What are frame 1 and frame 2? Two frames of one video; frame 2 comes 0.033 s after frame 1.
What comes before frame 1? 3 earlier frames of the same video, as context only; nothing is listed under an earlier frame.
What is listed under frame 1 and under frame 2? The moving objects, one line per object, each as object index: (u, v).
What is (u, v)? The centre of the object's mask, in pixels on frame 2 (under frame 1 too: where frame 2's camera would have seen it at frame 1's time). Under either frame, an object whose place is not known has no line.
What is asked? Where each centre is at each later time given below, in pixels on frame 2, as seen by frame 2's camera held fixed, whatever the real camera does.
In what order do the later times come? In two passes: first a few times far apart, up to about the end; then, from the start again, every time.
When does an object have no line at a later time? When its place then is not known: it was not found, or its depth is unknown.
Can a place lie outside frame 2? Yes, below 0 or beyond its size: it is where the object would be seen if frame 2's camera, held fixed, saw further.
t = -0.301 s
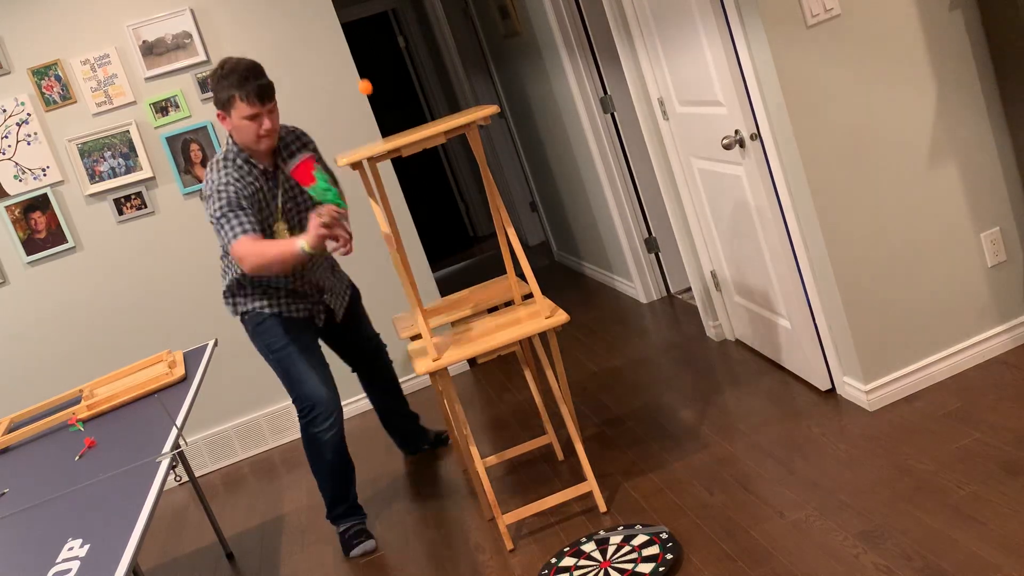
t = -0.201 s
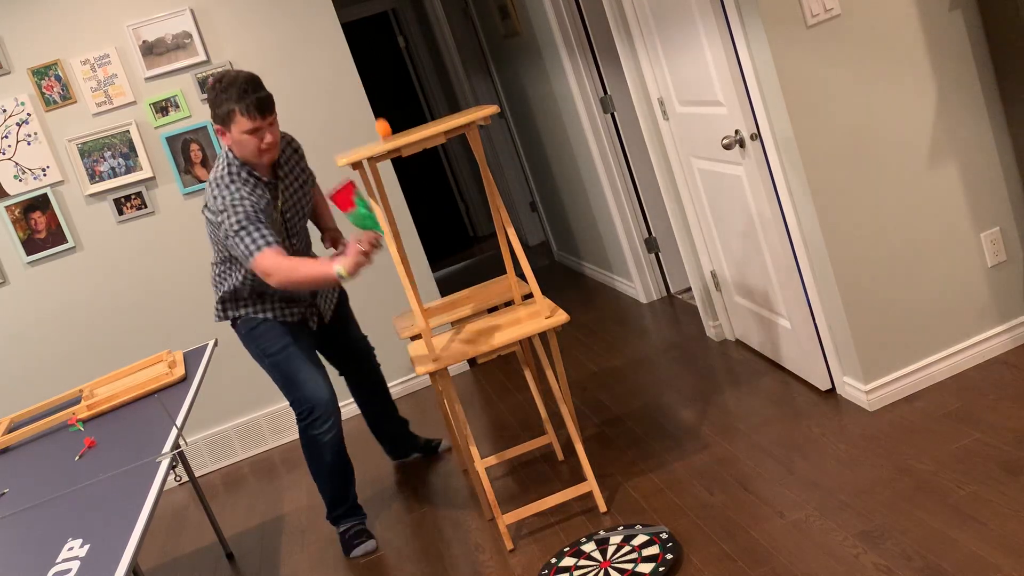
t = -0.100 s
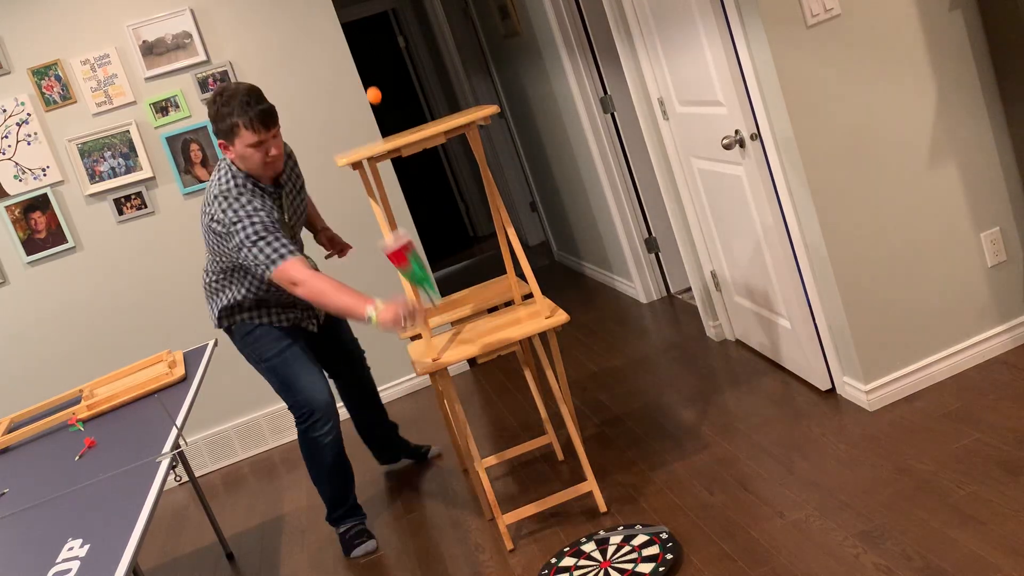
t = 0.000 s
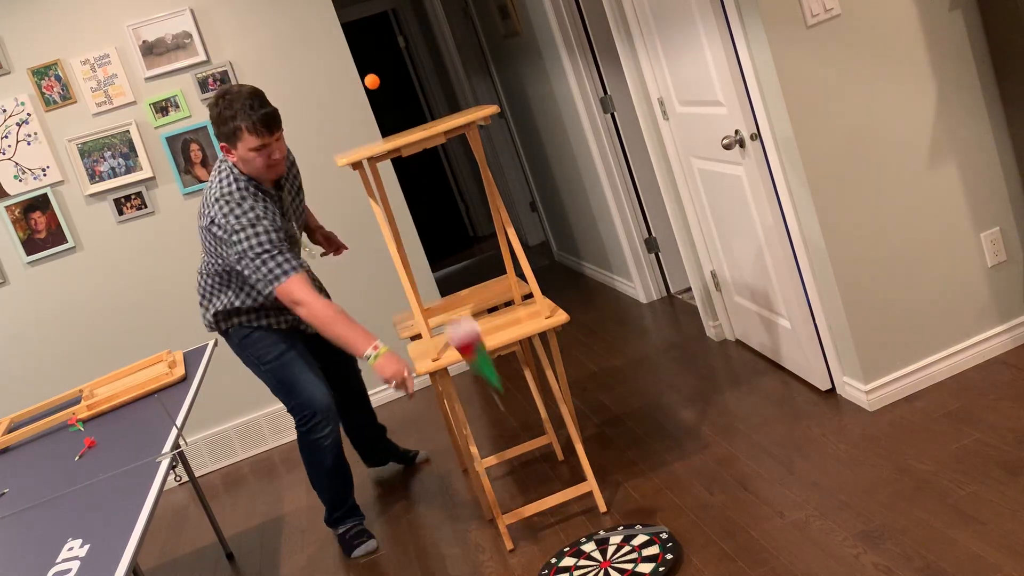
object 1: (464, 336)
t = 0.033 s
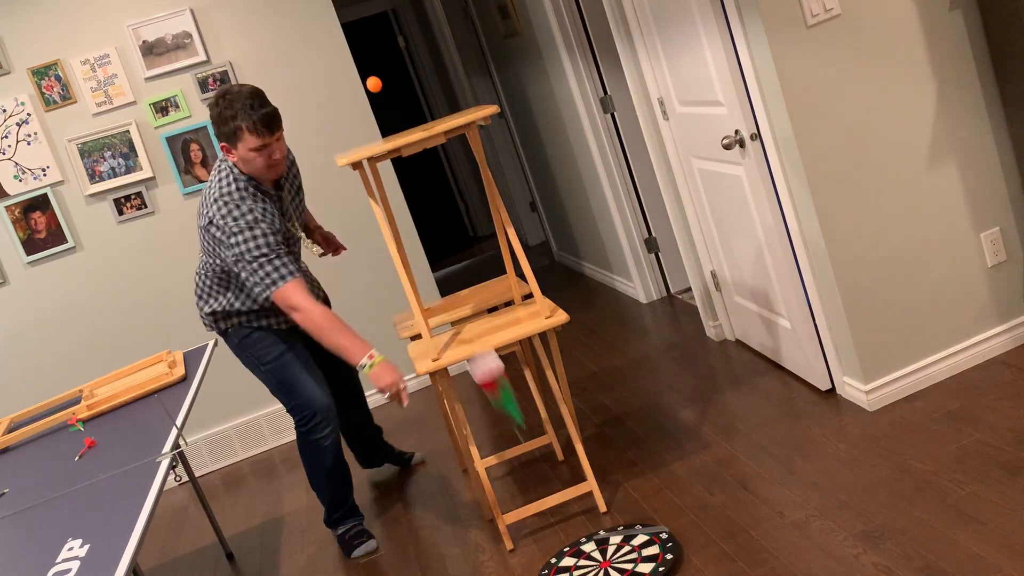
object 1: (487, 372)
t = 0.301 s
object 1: (567, 521)
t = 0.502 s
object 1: (551, 513)
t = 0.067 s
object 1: (510, 409)
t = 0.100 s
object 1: (534, 448)
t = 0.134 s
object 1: (559, 491)
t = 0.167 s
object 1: (572, 507)
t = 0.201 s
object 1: (579, 511)
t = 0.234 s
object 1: (580, 515)
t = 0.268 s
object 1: (574, 518)
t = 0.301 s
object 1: (567, 521)
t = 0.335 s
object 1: (560, 522)
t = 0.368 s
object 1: (556, 520)
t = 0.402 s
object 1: (553, 518)
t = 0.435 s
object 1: (552, 516)
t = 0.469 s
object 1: (551, 514)
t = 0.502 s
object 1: (551, 513)
